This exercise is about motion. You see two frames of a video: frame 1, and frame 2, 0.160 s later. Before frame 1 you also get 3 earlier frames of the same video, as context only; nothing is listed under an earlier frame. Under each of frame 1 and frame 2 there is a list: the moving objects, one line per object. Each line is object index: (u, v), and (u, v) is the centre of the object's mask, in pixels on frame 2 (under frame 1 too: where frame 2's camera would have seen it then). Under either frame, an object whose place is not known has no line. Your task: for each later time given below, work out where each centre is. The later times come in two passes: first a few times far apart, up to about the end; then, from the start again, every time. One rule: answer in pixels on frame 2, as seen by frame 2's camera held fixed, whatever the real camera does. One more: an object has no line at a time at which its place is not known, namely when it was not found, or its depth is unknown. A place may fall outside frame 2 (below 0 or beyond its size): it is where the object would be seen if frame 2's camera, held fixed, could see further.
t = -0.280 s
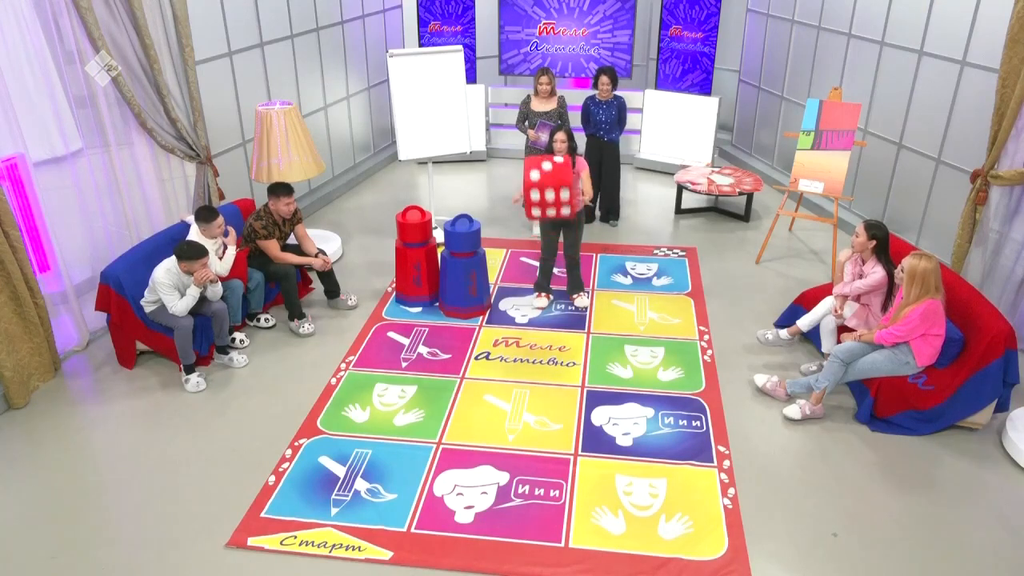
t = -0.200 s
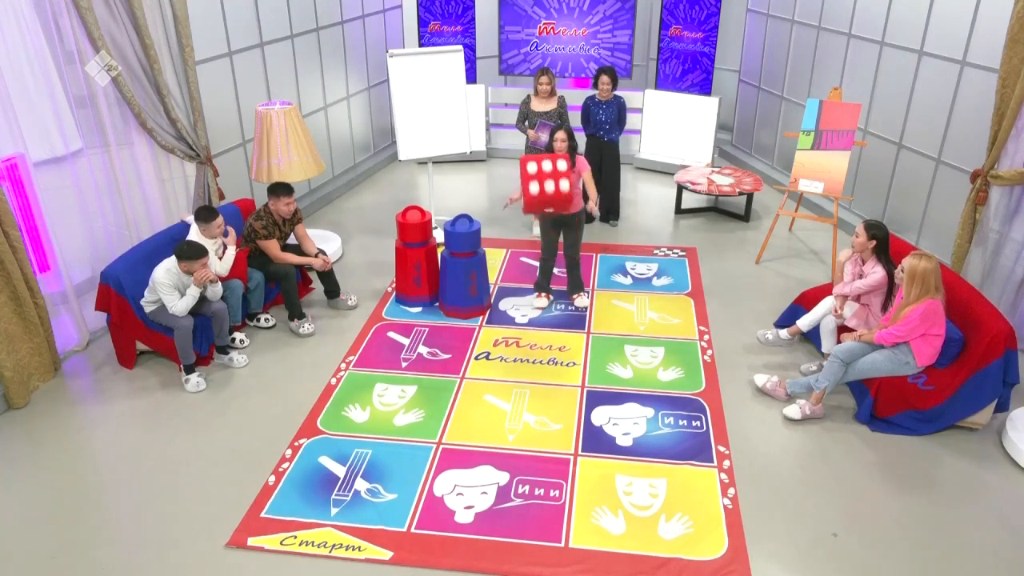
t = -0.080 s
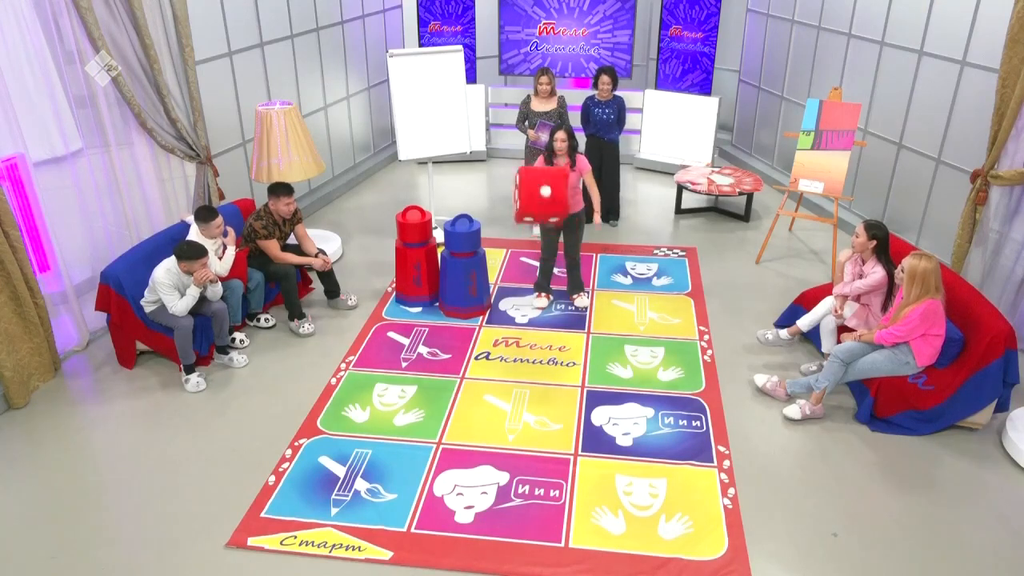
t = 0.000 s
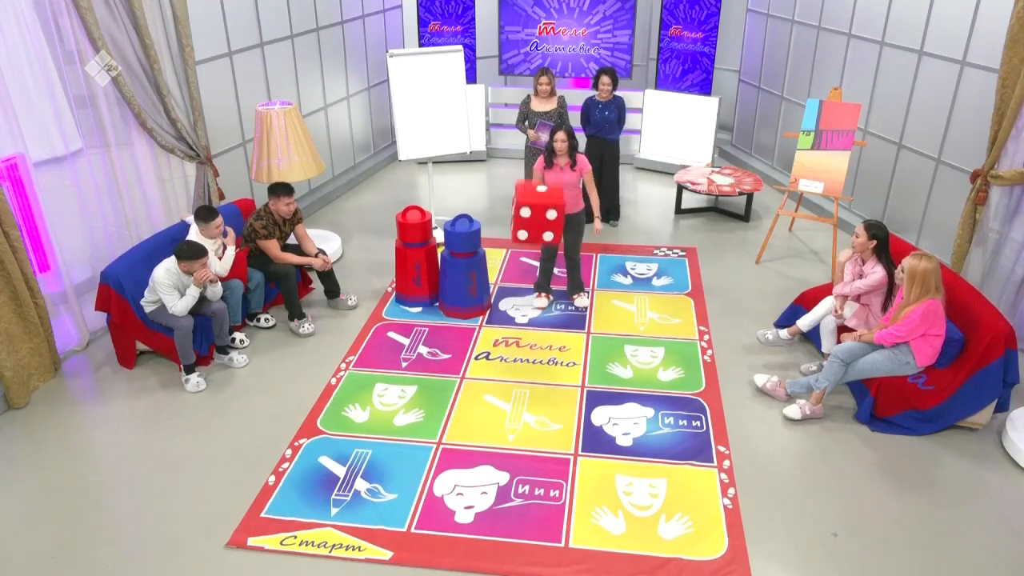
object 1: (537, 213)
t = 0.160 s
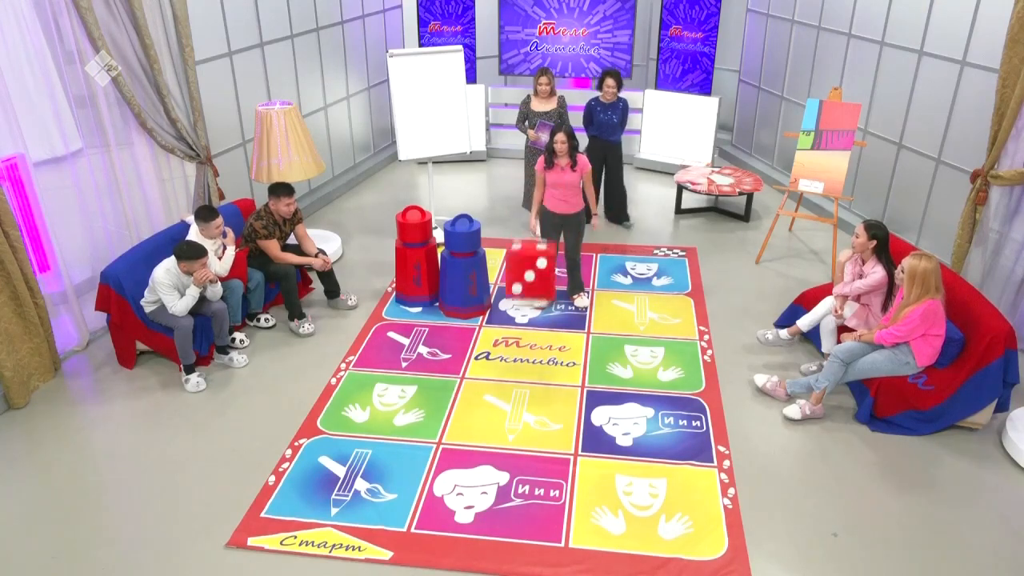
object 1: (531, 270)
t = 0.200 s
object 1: (529, 289)
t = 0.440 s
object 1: (523, 348)
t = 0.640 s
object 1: (520, 343)
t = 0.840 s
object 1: (520, 377)
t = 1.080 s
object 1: (522, 392)
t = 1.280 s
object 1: (518, 396)
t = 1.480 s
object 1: (518, 396)
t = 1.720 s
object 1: (518, 397)
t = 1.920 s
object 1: (518, 397)
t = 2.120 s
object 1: (518, 397)
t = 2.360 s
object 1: (518, 397)
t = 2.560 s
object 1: (518, 397)
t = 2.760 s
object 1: (518, 397)
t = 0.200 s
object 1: (529, 289)
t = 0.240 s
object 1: (528, 310)
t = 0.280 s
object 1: (526, 333)
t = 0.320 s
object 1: (525, 357)
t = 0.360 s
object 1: (524, 364)
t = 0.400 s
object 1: (523, 355)
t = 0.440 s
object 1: (523, 348)
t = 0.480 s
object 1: (522, 343)
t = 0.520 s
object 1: (522, 340)
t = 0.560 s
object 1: (521, 338)
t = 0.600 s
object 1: (521, 340)
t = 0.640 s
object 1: (520, 343)
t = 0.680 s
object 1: (520, 348)
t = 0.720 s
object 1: (520, 353)
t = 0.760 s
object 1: (519, 361)
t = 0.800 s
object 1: (519, 371)
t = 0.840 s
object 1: (520, 377)
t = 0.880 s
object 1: (521, 378)
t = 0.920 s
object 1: (522, 380)
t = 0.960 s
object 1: (523, 384)
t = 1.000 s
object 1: (524, 391)
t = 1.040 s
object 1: (524, 393)
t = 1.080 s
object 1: (522, 392)
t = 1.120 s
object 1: (521, 393)
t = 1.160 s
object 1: (519, 395)
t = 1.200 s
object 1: (518, 395)
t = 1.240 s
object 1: (518, 396)
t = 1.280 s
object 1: (518, 396)
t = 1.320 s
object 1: (518, 397)
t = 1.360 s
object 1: (519, 397)
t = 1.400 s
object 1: (519, 398)
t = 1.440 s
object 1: (518, 397)
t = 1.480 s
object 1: (518, 396)
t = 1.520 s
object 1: (518, 396)
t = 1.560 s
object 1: (518, 397)
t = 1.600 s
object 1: (518, 397)
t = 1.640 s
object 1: (518, 397)
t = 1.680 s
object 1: (518, 397)
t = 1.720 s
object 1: (518, 397)
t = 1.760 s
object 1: (518, 397)
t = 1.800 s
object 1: (518, 397)
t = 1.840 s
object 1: (518, 397)
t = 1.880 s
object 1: (518, 397)
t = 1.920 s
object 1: (518, 397)
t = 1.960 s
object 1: (518, 397)
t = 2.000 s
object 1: (518, 397)
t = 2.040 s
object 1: (518, 397)
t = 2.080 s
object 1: (518, 397)
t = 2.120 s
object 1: (518, 397)
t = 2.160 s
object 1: (518, 397)
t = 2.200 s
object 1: (518, 397)
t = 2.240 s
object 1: (518, 397)
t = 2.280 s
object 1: (518, 397)
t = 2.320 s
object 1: (518, 397)
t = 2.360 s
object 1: (518, 397)
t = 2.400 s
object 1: (518, 397)
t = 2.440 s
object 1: (518, 397)
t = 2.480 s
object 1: (518, 397)
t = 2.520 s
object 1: (518, 397)
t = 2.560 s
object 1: (518, 397)
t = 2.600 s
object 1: (518, 397)
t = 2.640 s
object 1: (518, 397)
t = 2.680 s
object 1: (518, 397)
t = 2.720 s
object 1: (518, 397)
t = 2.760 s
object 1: (518, 397)
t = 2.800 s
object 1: (518, 397)
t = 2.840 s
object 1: (518, 397)
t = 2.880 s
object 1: (518, 397)
